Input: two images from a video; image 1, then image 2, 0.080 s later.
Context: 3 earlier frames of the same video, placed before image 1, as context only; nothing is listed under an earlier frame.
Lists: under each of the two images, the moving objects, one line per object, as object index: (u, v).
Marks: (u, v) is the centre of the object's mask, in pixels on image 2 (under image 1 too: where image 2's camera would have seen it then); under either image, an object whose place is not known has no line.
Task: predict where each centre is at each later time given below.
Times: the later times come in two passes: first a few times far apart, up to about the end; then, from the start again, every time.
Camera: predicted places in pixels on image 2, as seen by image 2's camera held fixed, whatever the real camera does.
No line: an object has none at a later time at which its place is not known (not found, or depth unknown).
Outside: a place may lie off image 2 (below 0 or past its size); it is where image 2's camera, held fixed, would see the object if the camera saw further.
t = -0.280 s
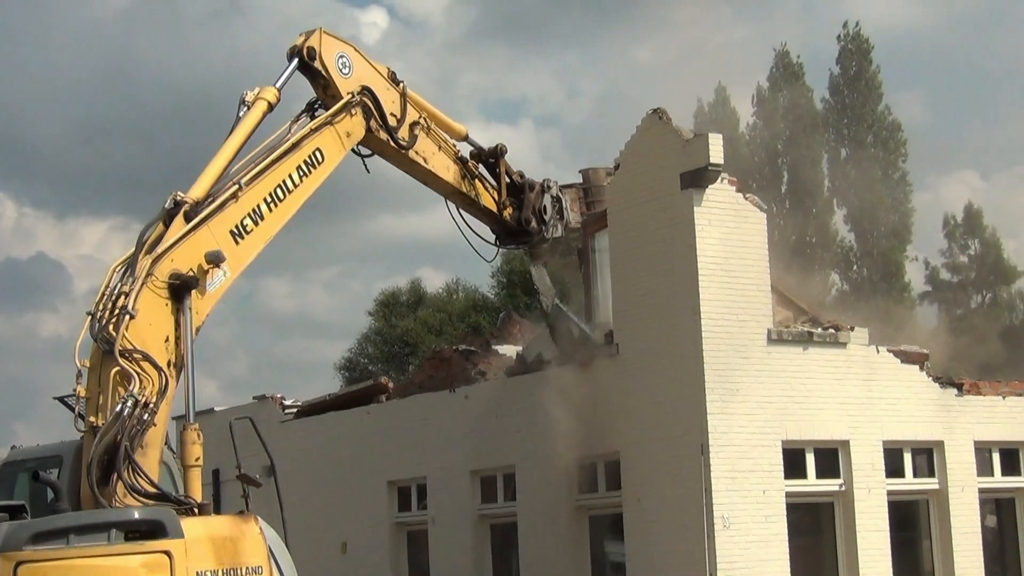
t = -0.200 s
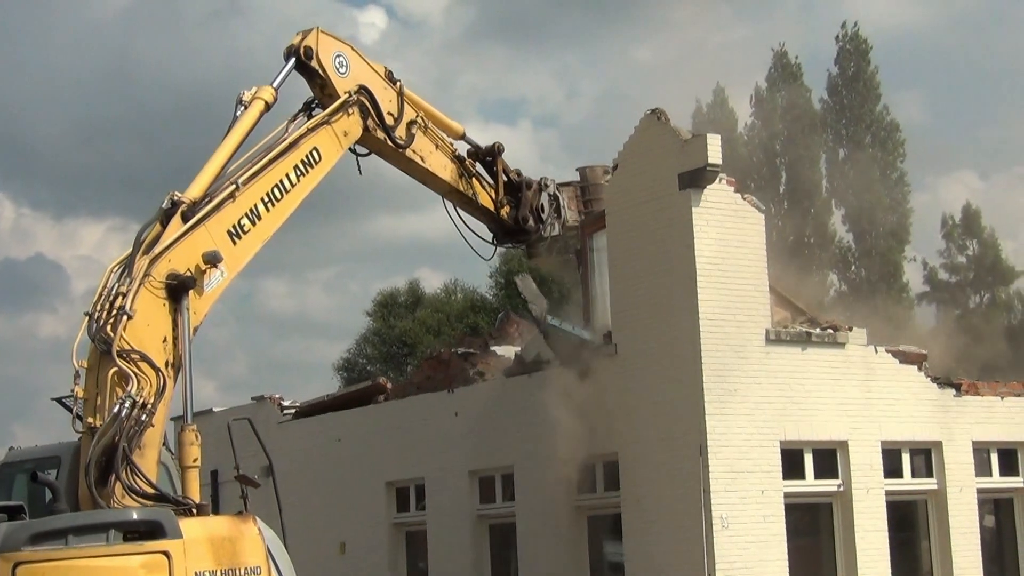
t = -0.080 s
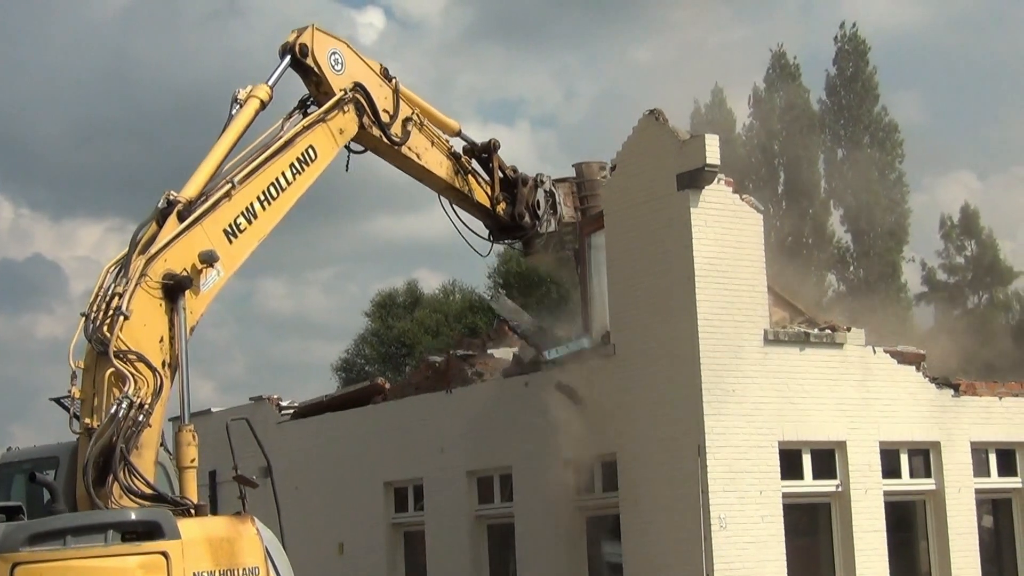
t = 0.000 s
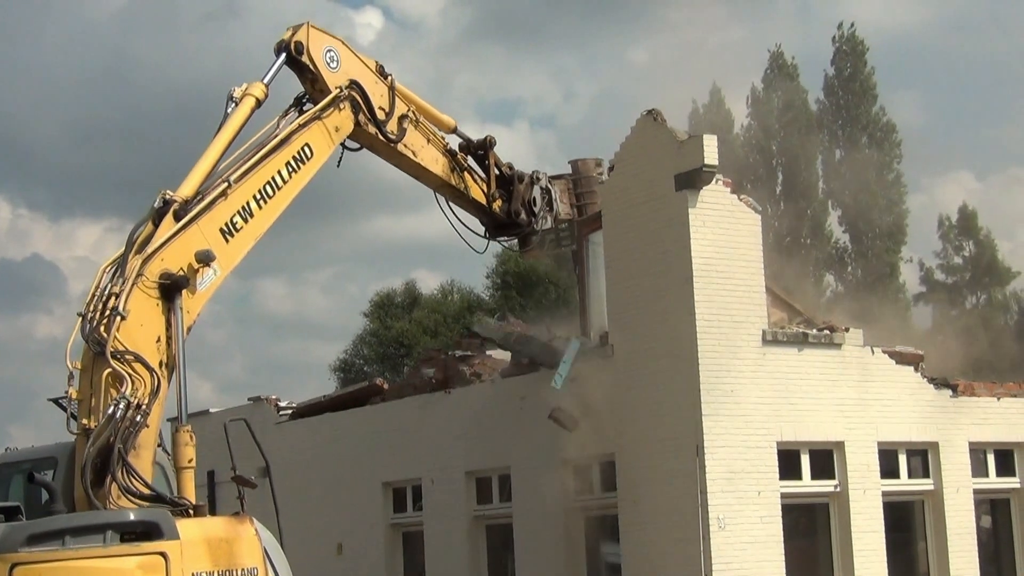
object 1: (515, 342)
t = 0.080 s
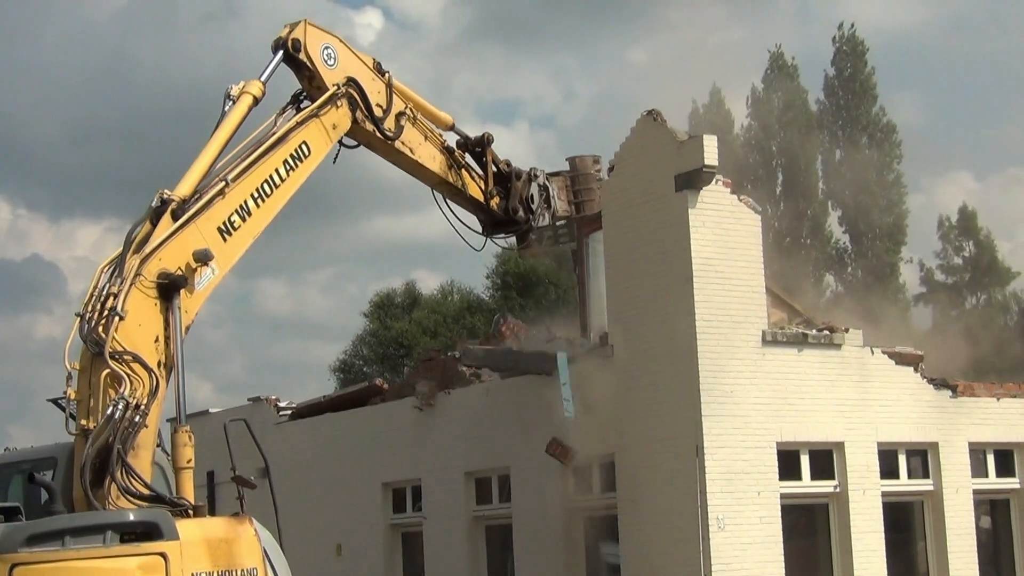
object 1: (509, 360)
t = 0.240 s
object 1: (490, 411)
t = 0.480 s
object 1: (467, 527)
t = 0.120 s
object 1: (503, 371)
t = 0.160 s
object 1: (500, 382)
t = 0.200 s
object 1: (495, 396)
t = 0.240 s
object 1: (490, 411)
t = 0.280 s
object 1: (486, 427)
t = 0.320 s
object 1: (482, 446)
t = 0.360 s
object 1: (478, 466)
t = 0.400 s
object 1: (474, 487)
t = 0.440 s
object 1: (470, 510)
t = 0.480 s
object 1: (467, 527)
